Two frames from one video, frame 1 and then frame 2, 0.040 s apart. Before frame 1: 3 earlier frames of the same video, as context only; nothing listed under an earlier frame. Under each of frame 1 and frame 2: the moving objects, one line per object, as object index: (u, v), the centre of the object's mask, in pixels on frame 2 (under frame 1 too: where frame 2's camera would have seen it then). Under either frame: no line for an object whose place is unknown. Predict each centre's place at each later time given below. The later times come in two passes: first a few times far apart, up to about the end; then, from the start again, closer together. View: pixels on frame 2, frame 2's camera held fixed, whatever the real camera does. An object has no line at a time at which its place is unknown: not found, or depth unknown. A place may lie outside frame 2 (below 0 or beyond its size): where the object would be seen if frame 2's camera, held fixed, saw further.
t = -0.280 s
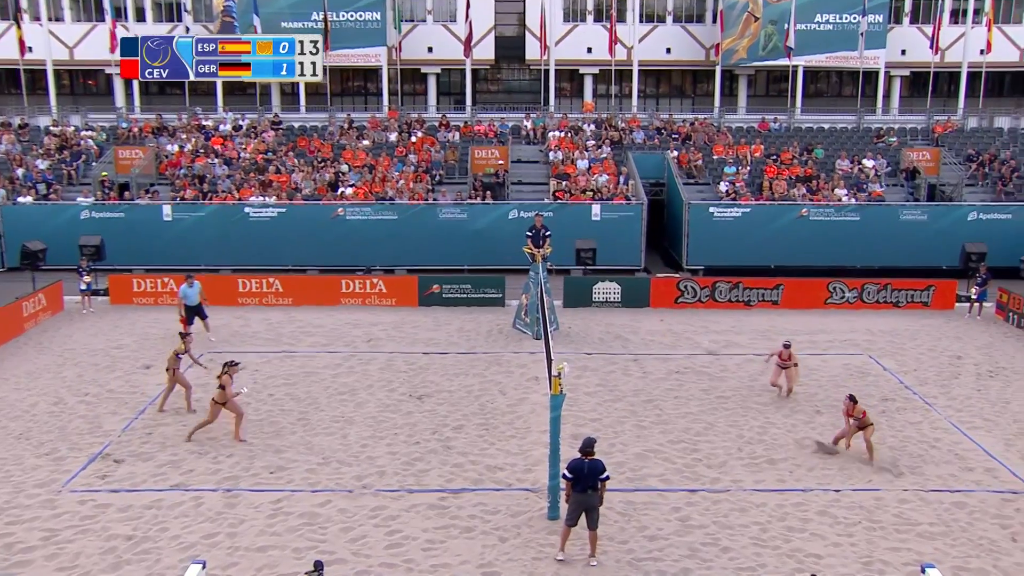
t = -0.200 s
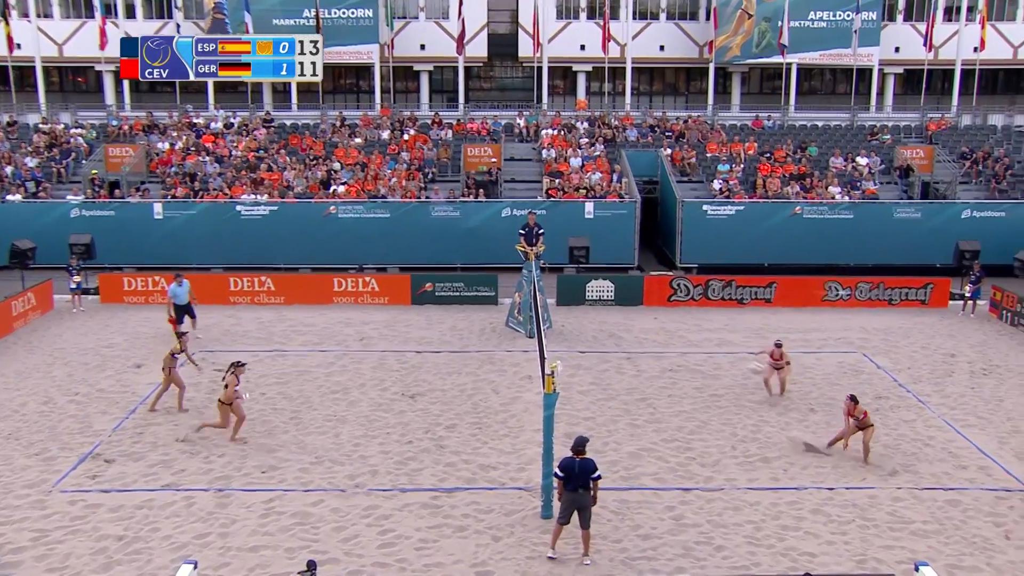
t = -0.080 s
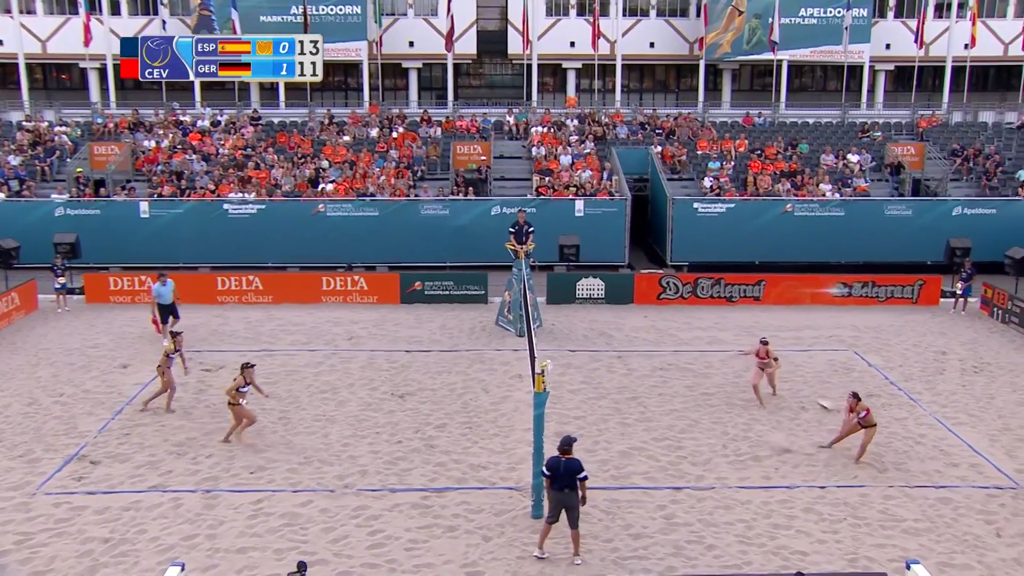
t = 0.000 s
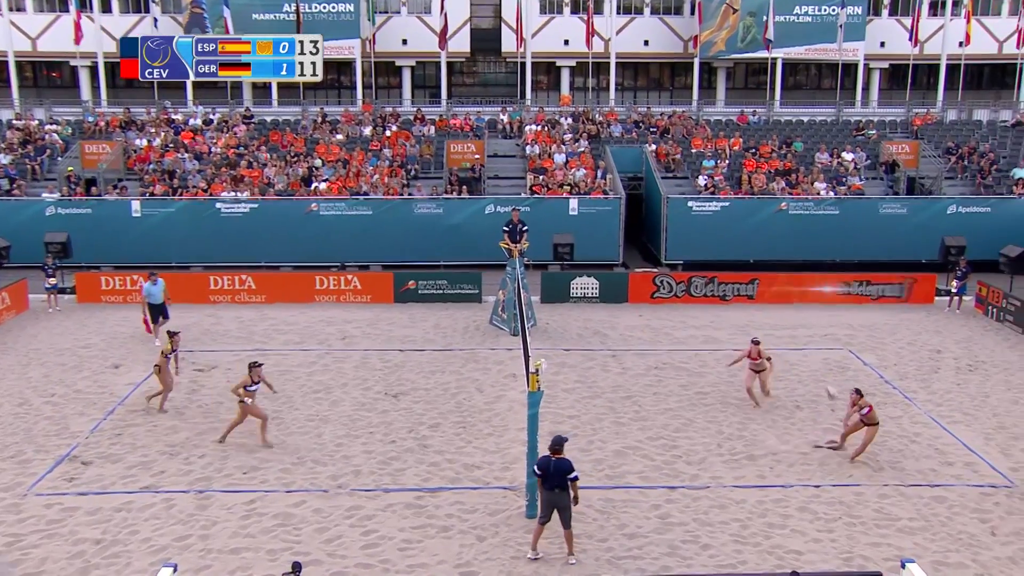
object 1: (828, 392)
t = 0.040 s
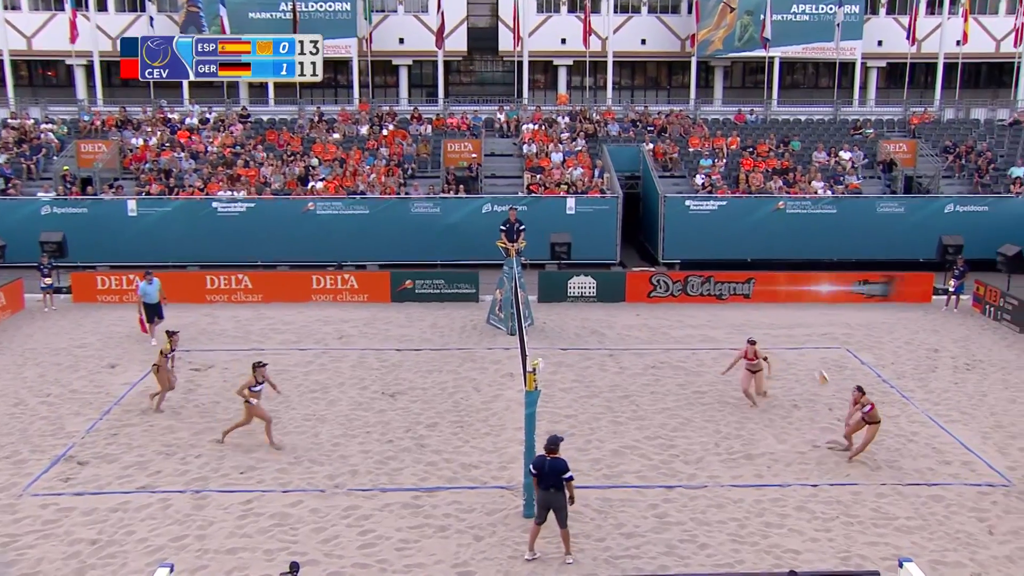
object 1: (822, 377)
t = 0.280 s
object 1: (781, 299)
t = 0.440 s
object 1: (753, 268)
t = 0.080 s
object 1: (815, 362)
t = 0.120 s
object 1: (808, 349)
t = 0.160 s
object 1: (801, 335)
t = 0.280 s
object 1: (781, 299)
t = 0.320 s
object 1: (774, 290)
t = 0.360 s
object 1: (767, 283)
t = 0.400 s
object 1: (760, 275)
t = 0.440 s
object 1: (753, 268)
